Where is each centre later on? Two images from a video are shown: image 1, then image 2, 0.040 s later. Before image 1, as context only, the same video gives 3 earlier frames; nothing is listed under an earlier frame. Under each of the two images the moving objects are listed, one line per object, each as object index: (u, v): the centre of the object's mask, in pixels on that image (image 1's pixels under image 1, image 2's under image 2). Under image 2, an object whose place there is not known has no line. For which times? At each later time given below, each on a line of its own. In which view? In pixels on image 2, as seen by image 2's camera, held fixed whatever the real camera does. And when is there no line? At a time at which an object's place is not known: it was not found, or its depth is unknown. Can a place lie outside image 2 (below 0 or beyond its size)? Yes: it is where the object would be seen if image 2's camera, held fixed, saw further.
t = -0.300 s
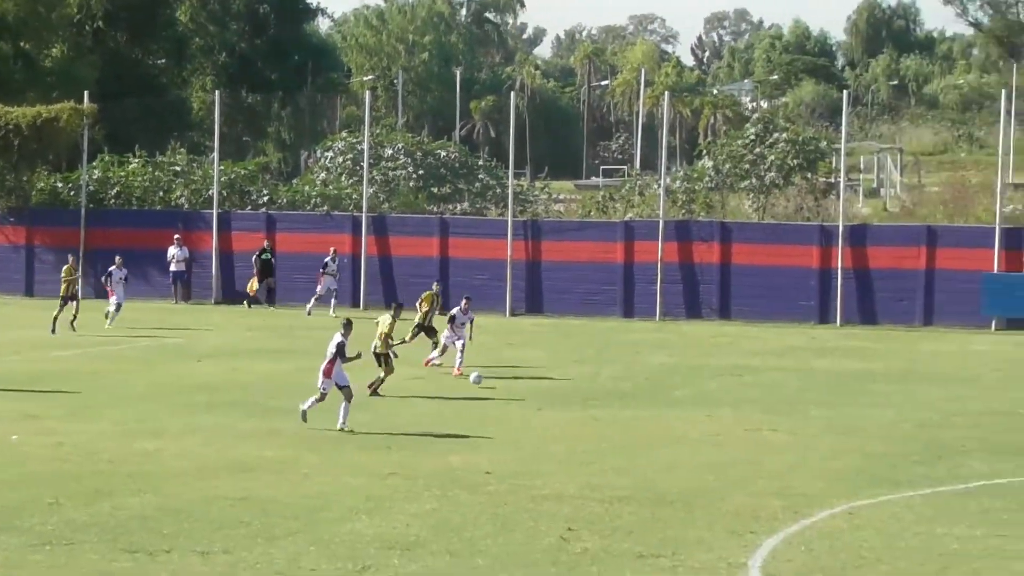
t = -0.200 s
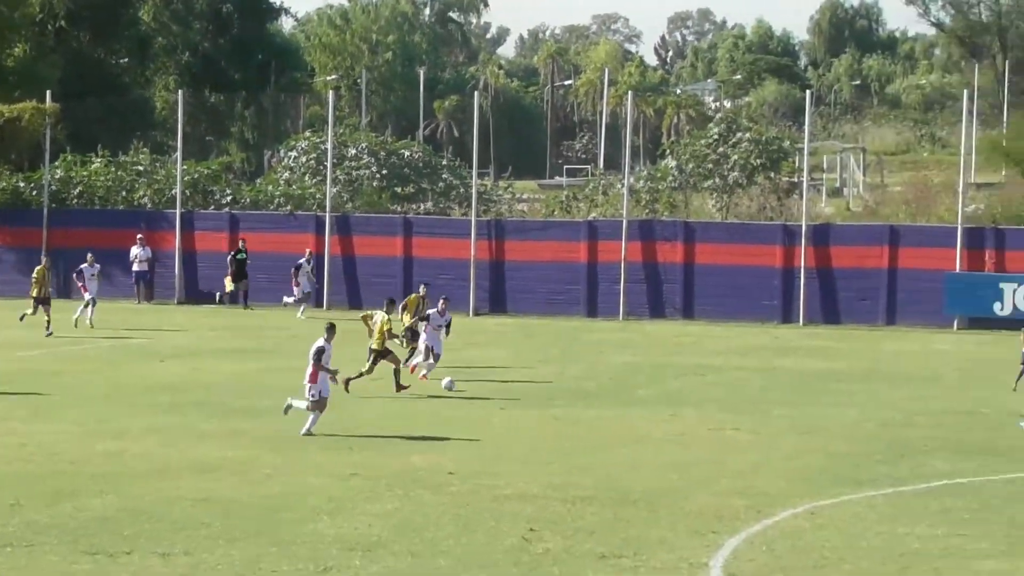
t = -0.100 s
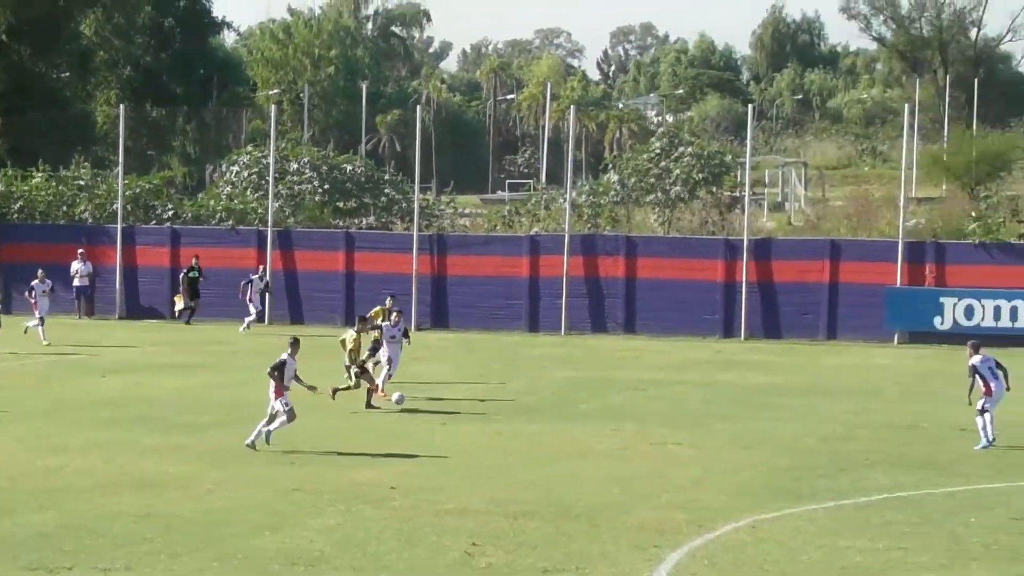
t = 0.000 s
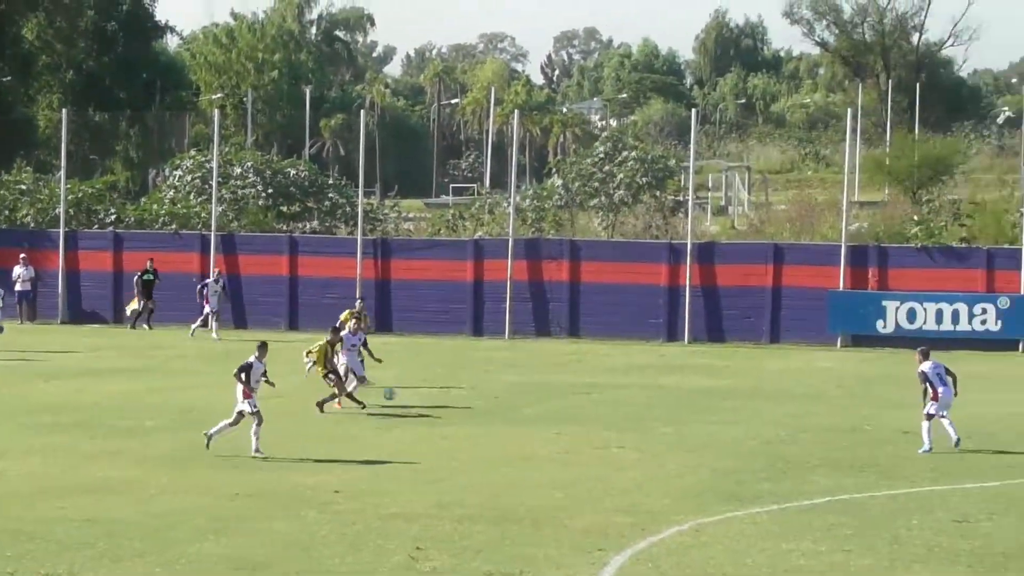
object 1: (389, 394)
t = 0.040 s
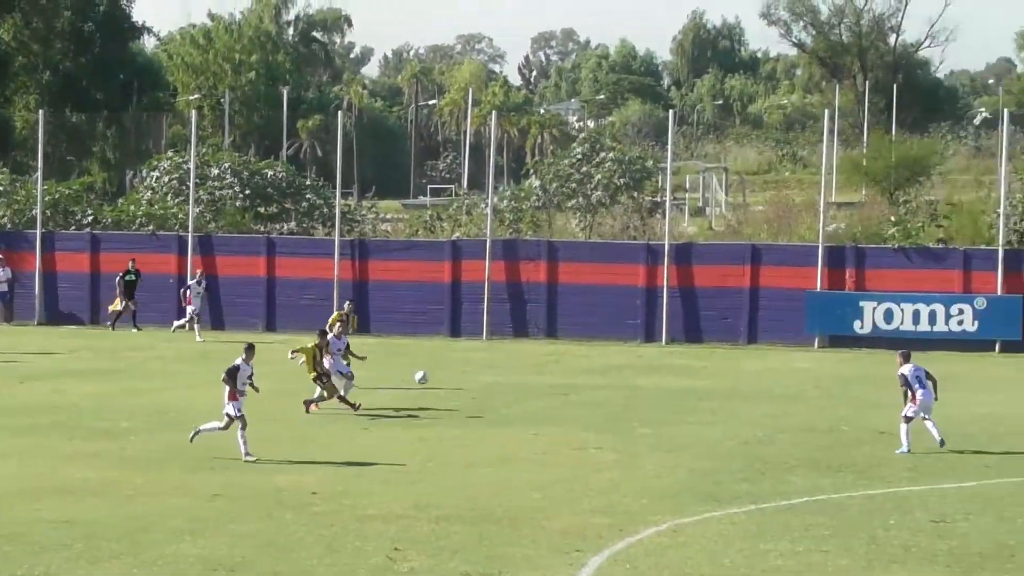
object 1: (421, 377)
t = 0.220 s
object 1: (660, 309)
